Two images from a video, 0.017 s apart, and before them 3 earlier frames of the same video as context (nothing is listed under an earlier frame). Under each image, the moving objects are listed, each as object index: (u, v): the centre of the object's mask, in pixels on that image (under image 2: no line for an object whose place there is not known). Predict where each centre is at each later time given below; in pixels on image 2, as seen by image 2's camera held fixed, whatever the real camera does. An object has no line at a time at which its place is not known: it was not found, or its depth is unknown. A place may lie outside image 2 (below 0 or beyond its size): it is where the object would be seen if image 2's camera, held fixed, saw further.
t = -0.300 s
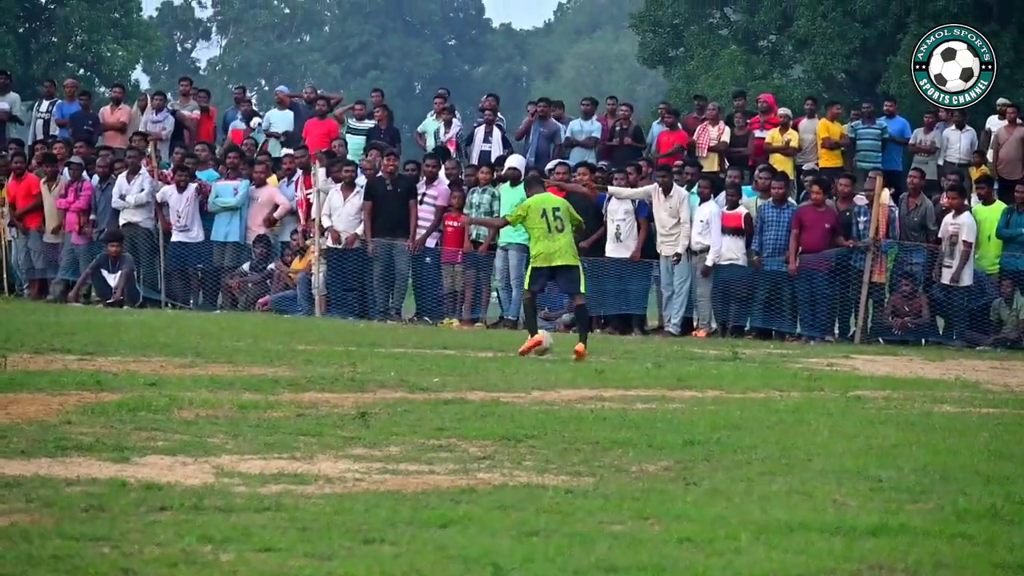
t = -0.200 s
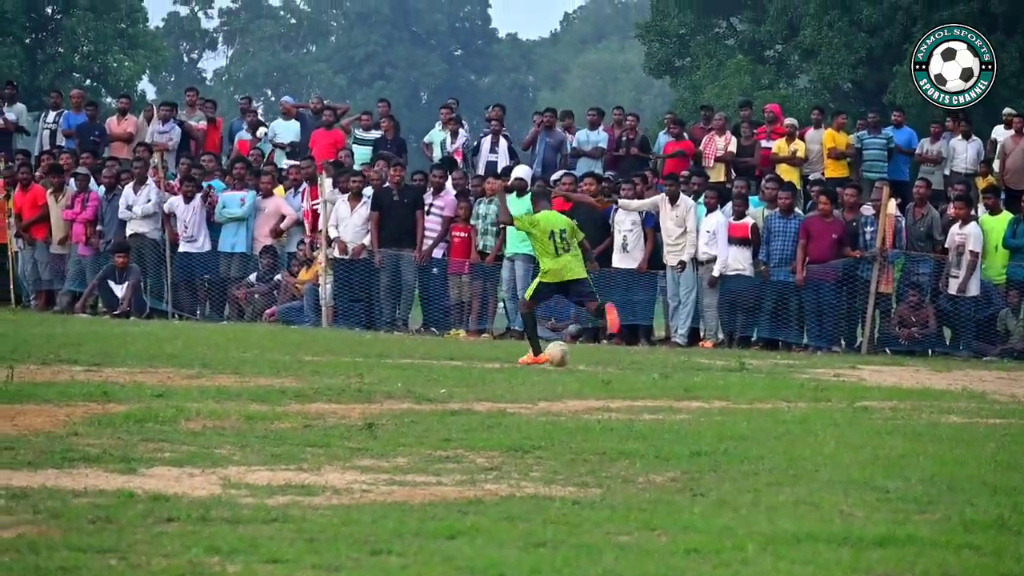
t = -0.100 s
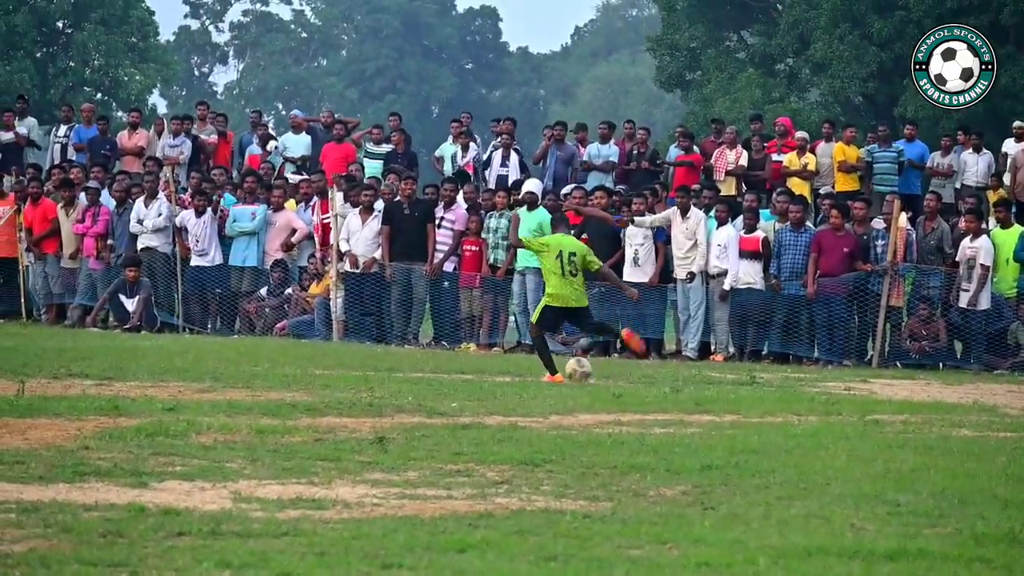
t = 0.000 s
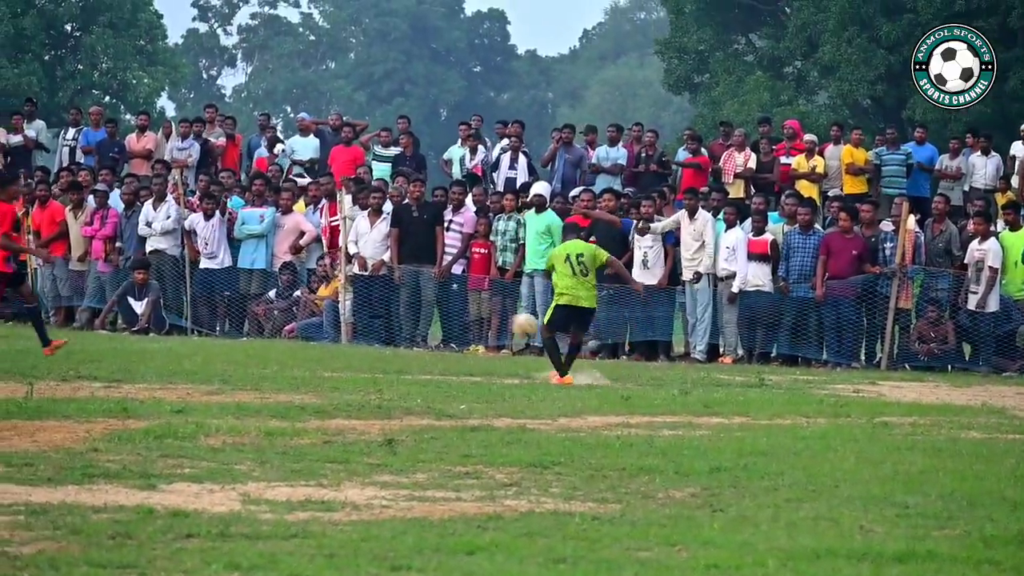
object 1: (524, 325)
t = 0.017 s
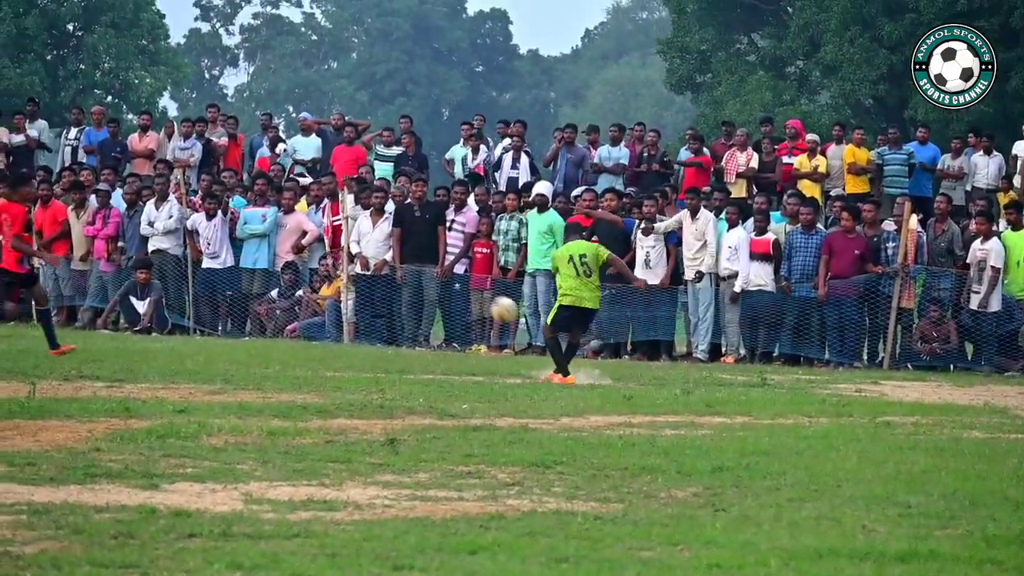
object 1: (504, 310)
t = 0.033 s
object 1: (483, 295)
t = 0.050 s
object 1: (463, 280)
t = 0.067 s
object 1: (444, 265)
